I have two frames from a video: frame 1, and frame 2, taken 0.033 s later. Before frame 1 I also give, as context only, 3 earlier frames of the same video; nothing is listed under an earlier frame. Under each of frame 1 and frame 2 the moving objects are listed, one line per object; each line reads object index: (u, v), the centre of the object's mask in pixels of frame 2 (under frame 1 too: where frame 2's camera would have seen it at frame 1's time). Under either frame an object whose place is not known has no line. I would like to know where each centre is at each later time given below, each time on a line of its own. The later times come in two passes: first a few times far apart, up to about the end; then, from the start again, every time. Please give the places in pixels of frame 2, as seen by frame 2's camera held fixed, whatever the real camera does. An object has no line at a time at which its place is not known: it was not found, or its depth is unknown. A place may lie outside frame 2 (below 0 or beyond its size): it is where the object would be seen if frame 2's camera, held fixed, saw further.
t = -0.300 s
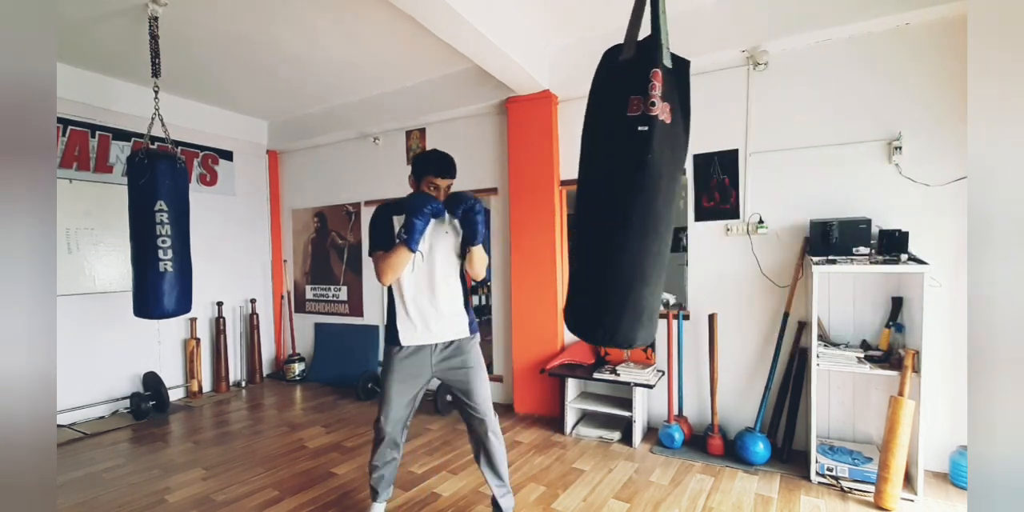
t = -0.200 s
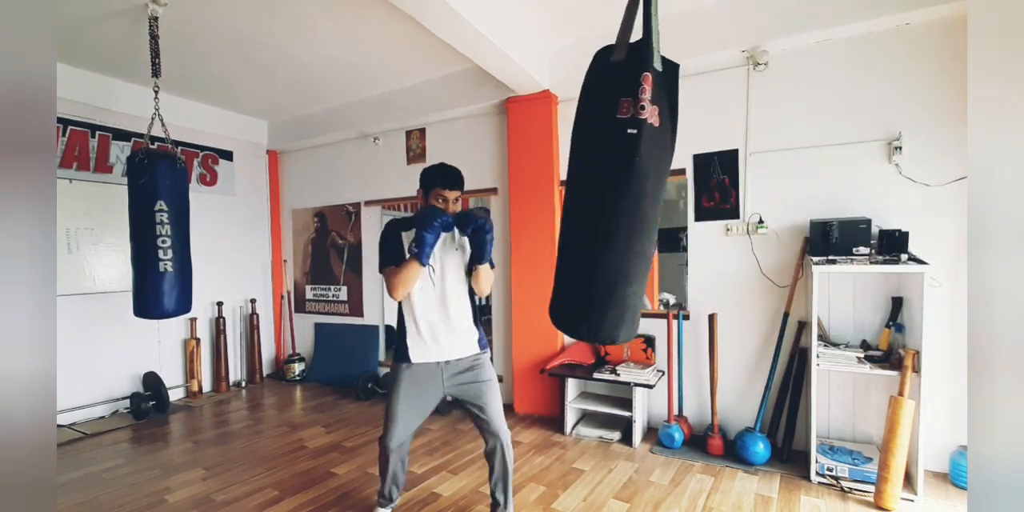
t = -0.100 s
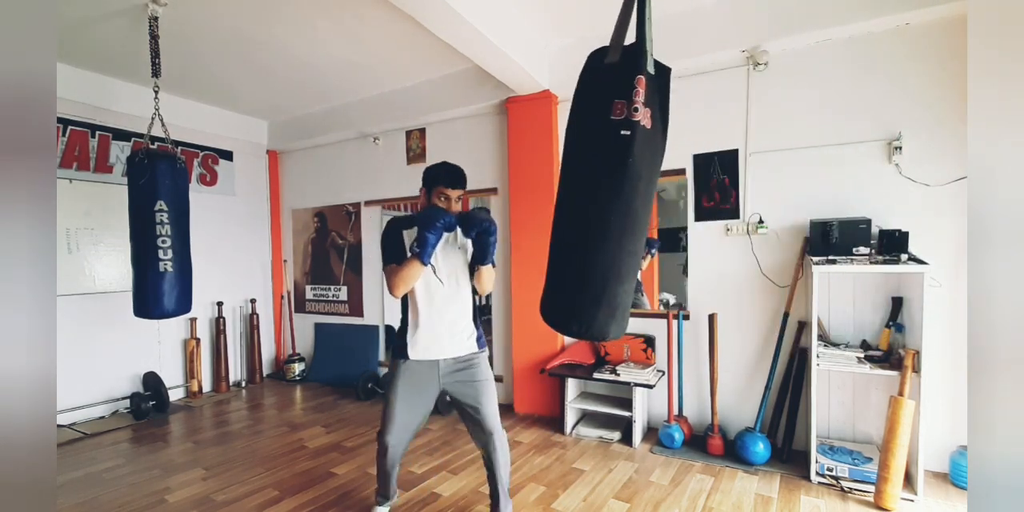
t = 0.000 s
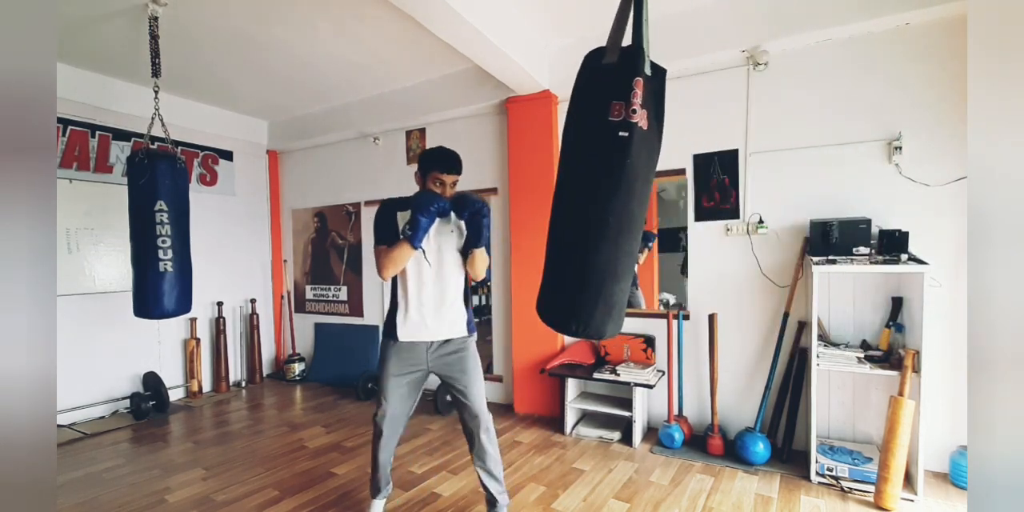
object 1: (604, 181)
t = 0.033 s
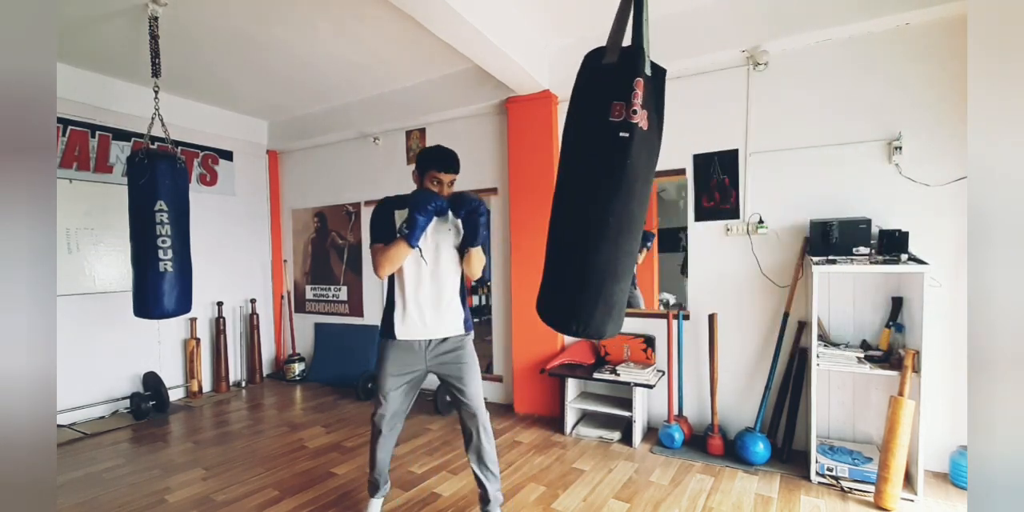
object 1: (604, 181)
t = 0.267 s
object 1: (616, 185)
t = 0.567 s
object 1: (665, 192)
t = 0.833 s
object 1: (729, 192)
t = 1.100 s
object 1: (780, 189)
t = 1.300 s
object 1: (789, 188)
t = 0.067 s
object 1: (604, 181)
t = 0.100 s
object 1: (605, 181)
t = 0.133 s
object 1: (606, 182)
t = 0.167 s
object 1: (608, 182)
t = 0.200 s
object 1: (610, 183)
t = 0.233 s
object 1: (613, 184)
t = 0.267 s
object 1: (616, 185)
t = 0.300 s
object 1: (620, 185)
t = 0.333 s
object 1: (623, 186)
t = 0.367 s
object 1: (628, 187)
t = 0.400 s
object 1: (634, 187)
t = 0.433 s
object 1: (640, 189)
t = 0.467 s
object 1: (646, 190)
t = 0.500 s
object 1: (651, 190)
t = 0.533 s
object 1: (658, 192)
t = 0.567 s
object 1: (665, 192)
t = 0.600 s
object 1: (672, 193)
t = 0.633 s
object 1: (679, 194)
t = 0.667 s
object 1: (688, 194)
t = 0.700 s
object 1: (696, 193)
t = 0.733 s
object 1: (704, 192)
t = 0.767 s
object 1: (713, 192)
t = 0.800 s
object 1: (721, 192)
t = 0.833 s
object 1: (729, 192)
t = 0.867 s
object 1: (737, 192)
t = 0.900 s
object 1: (744, 192)
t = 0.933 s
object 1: (751, 190)
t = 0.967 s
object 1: (758, 190)
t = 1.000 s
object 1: (764, 190)
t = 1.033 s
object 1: (771, 190)
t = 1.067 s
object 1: (776, 189)
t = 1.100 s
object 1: (780, 189)
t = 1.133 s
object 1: (783, 188)
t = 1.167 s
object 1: (786, 187)
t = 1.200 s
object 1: (788, 188)
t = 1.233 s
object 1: (789, 188)
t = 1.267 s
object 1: (789, 188)
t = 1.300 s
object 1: (789, 188)
